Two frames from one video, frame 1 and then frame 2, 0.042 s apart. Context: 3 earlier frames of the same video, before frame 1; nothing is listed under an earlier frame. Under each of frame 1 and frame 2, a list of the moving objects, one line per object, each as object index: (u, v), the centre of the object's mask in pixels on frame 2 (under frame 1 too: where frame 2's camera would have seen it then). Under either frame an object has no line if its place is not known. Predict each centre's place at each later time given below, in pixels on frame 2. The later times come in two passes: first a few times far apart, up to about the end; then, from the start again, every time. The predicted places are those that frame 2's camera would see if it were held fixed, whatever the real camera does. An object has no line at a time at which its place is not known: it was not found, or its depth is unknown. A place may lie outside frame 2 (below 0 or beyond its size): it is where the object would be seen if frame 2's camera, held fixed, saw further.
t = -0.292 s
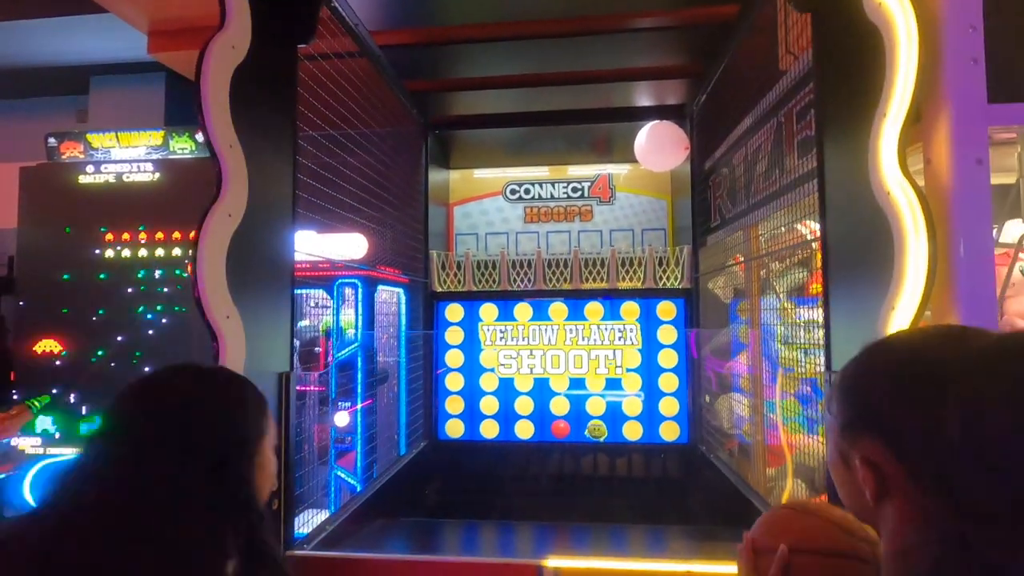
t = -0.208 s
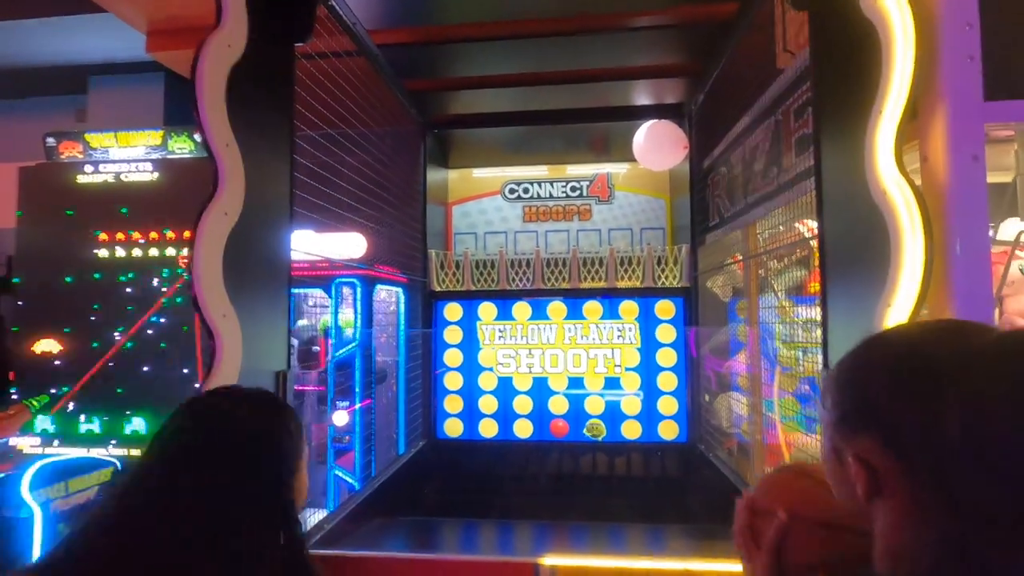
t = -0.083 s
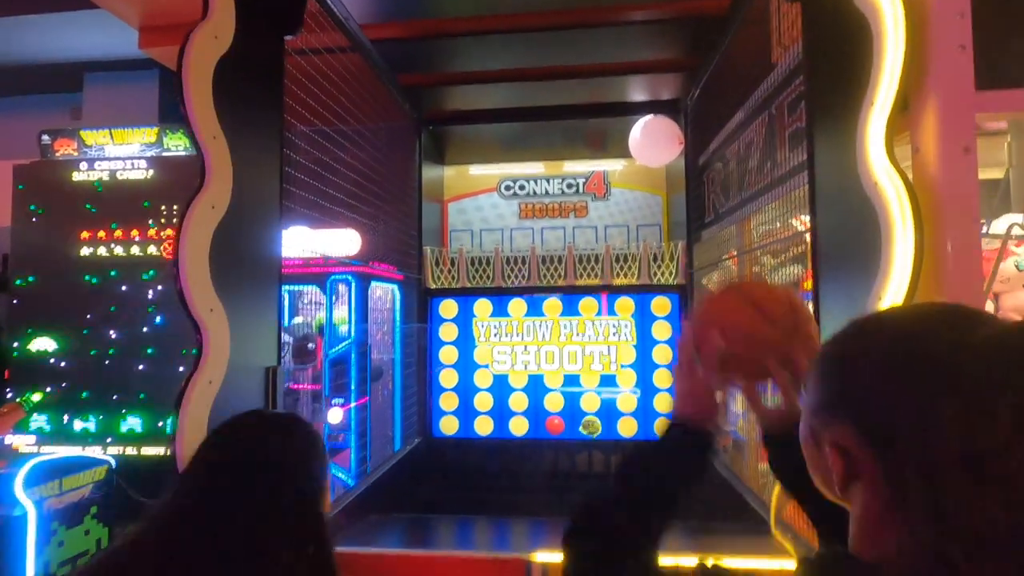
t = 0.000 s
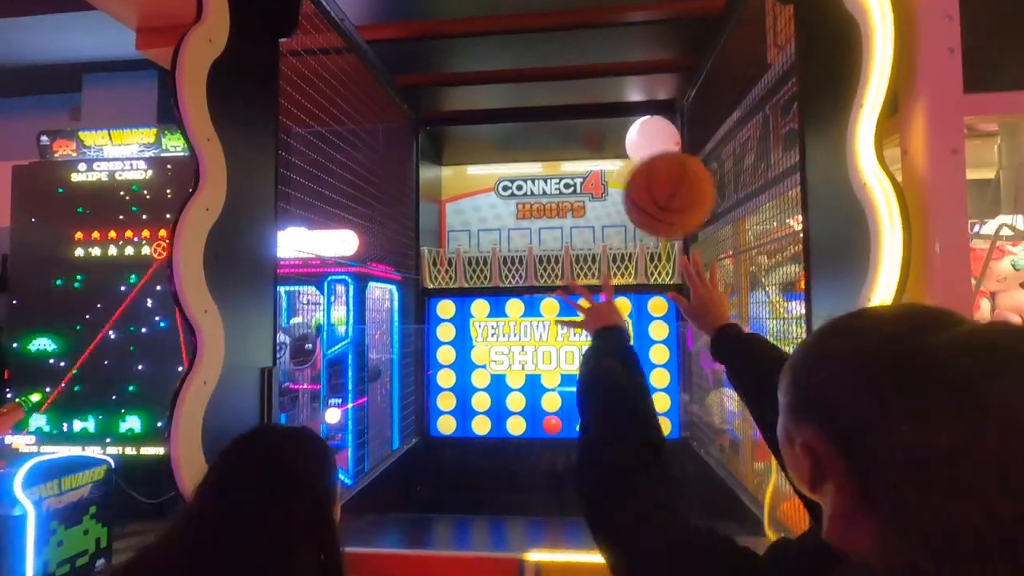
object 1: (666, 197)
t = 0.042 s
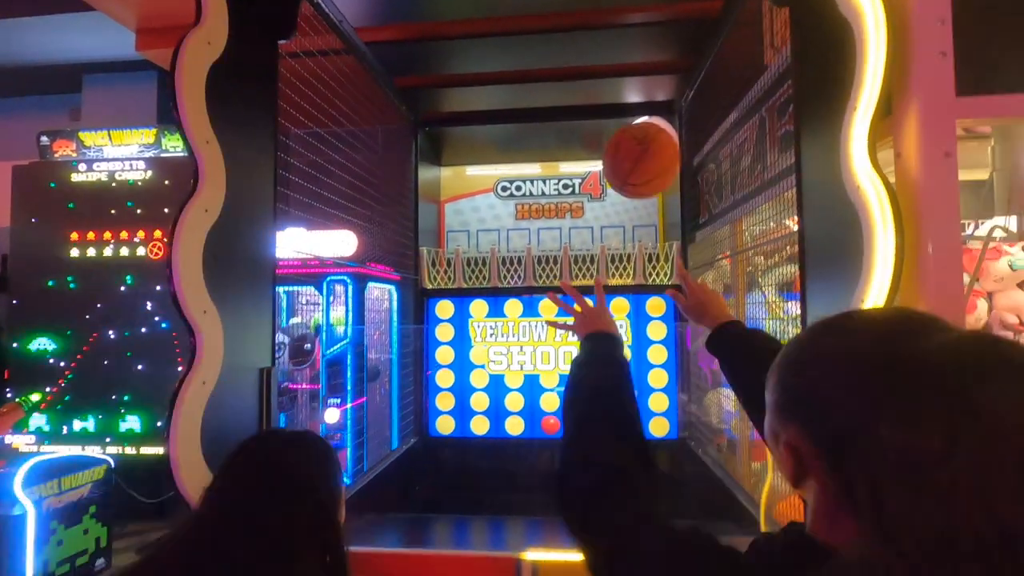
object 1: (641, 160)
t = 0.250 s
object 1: (579, 132)
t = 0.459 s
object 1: (554, 200)
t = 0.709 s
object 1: (535, 319)
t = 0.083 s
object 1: (622, 139)
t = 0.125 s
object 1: (608, 128)
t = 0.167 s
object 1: (597, 124)
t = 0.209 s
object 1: (587, 126)
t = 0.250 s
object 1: (579, 132)
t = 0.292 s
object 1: (573, 140)
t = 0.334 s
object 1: (567, 152)
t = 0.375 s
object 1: (562, 166)
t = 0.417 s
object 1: (557, 182)
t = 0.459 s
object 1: (554, 200)
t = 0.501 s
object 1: (550, 219)
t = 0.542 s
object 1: (548, 239)
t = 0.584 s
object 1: (546, 256)
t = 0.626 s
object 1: (542, 273)
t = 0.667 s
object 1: (539, 294)
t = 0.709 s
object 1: (535, 319)
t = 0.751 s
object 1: (531, 349)
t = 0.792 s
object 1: (528, 384)
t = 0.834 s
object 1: (525, 426)
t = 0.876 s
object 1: (521, 469)
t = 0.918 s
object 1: (518, 507)
